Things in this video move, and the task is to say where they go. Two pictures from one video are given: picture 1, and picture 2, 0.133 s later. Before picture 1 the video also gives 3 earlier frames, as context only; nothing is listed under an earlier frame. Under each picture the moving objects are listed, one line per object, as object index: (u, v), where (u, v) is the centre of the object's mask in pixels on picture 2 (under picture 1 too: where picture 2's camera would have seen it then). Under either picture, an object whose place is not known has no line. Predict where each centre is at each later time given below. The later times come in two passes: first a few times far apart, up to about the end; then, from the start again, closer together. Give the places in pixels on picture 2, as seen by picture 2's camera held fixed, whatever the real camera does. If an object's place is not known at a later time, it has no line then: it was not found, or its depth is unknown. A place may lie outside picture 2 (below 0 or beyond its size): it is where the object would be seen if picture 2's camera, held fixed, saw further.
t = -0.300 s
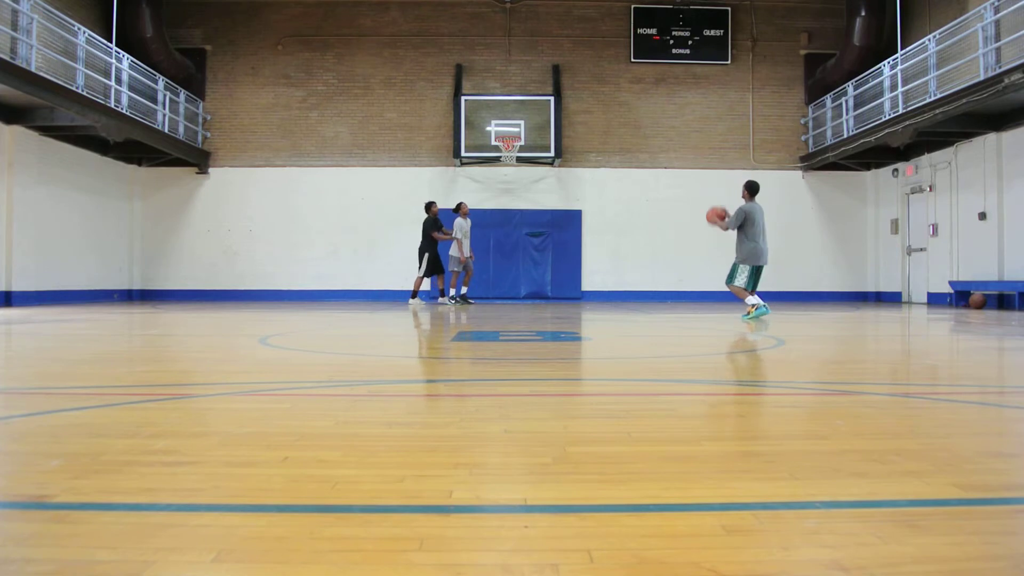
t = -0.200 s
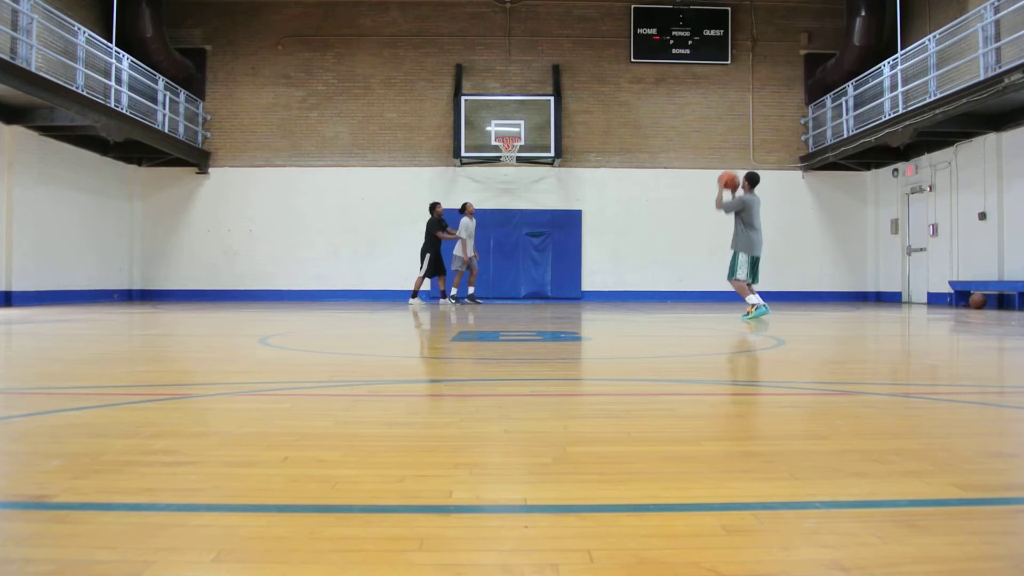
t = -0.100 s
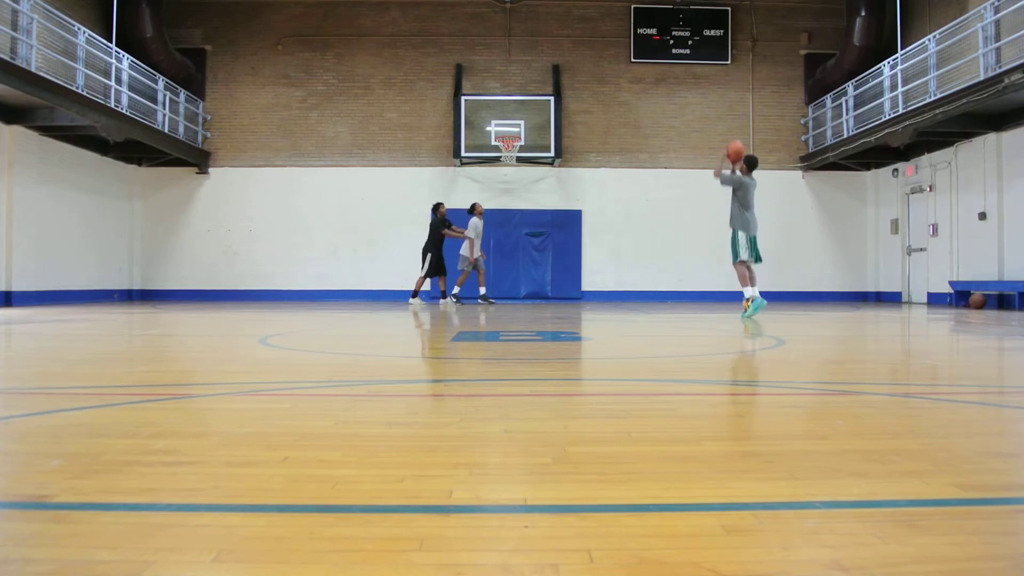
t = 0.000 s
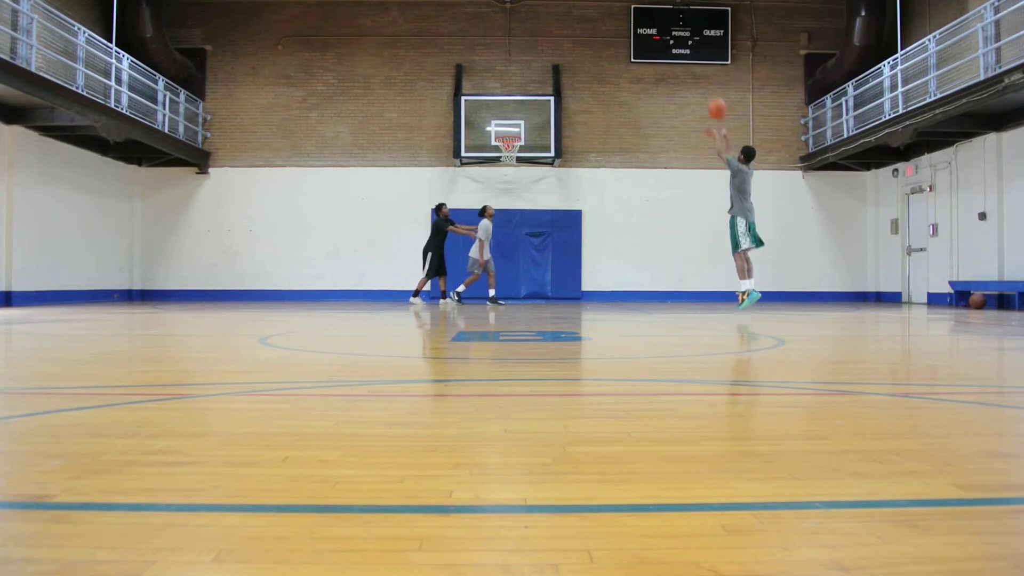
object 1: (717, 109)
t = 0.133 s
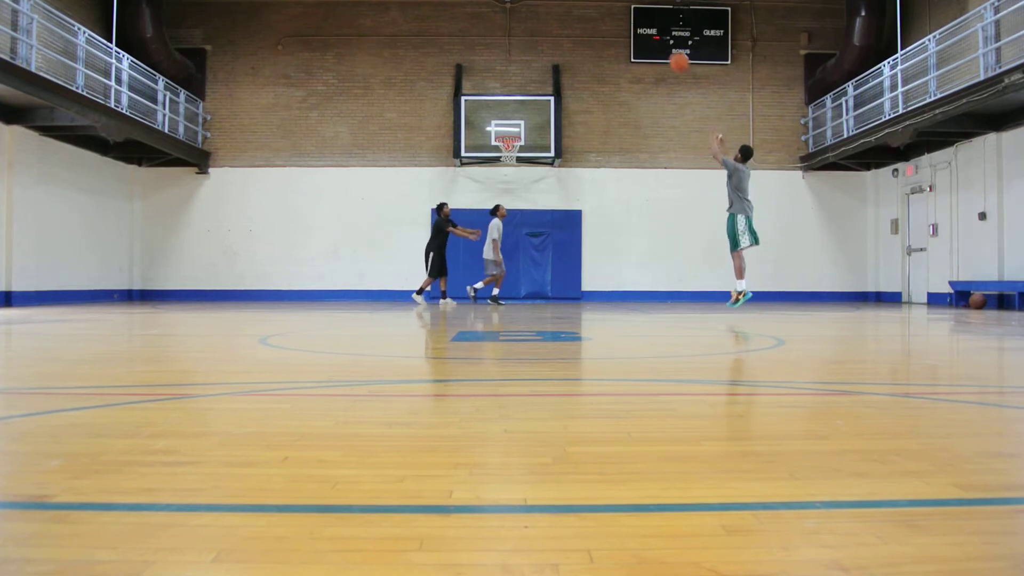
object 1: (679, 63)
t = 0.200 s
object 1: (661, 46)
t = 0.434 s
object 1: (611, 19)
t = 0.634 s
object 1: (574, 26)
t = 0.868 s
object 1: (539, 60)
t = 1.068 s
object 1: (513, 109)
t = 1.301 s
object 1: (507, 138)
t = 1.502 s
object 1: (518, 153)
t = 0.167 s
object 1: (670, 53)
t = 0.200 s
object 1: (661, 46)
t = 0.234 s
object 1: (654, 39)
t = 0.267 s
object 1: (646, 34)
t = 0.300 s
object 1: (638, 29)
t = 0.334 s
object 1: (631, 25)
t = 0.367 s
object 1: (624, 22)
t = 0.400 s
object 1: (617, 20)
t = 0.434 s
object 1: (611, 19)
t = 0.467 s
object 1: (604, 18)
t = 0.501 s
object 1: (598, 18)
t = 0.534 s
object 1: (592, 19)
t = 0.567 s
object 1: (586, 21)
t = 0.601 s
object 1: (580, 23)
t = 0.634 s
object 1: (574, 26)
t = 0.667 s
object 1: (569, 29)
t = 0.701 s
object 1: (563, 32)
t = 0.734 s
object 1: (558, 37)
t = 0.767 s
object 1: (553, 42)
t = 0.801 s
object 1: (548, 48)
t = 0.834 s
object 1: (543, 53)
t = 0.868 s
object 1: (539, 60)
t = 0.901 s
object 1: (534, 67)
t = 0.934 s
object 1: (530, 75)
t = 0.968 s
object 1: (525, 83)
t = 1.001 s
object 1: (521, 91)
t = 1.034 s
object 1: (517, 100)
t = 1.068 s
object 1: (513, 109)
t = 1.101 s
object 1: (509, 118)
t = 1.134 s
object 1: (504, 130)
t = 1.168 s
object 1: (501, 136)
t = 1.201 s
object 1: (507, 144)
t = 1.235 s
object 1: (509, 142)
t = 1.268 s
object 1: (509, 140)
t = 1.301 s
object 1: (507, 138)
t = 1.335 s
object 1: (505, 144)
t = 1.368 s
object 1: (506, 146)
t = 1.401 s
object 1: (506, 147)
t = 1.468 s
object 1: (515, 152)
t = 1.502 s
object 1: (518, 153)
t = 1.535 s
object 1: (521, 157)
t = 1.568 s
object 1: (523, 157)
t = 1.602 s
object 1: (525, 160)
